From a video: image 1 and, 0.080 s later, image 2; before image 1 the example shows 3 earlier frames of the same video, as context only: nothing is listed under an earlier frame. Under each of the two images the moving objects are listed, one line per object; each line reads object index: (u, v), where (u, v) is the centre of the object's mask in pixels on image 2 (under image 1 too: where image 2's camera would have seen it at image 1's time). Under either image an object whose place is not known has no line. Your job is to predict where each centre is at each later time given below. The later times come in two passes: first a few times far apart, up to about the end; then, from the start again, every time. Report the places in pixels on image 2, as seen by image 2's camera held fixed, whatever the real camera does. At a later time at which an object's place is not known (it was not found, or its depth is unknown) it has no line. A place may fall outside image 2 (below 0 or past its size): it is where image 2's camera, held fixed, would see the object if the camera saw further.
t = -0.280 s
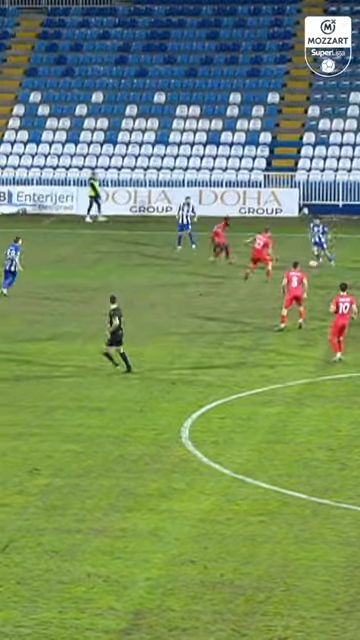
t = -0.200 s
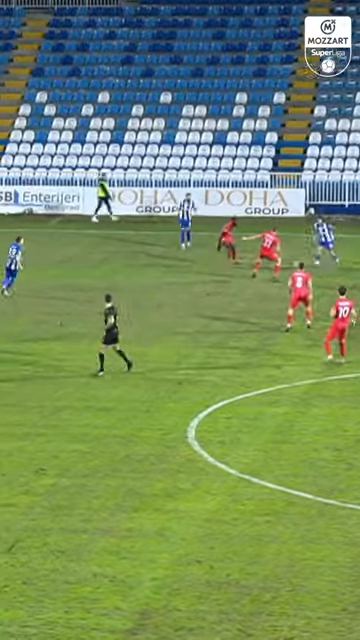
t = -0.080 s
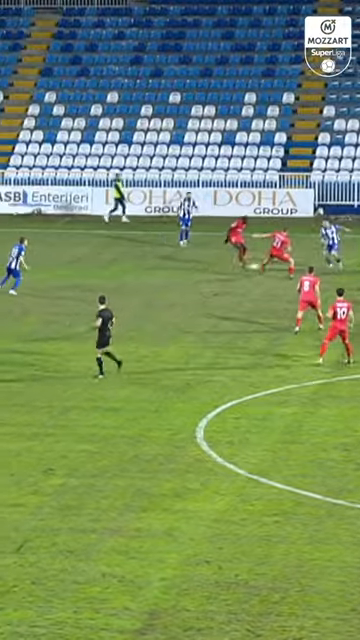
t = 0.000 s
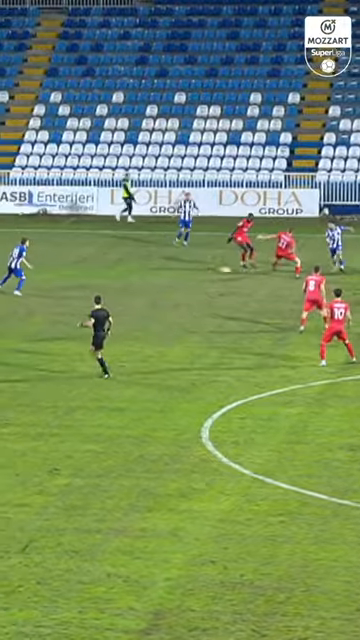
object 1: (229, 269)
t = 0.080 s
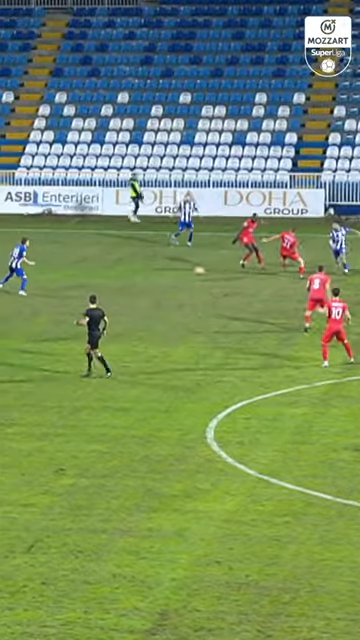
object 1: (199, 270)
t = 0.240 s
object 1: (141, 274)
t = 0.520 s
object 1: (57, 277)
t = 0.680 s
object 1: (18, 278)
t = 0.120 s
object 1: (184, 271)
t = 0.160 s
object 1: (169, 272)
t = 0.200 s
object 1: (155, 272)
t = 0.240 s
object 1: (141, 274)
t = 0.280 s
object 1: (127, 274)
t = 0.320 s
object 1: (114, 275)
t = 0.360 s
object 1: (103, 275)
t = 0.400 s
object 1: (90, 275)
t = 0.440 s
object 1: (79, 276)
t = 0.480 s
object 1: (67, 276)
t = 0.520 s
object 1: (57, 277)
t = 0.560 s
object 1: (46, 278)
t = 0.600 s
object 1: (37, 277)
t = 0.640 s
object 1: (27, 278)
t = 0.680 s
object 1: (18, 278)
